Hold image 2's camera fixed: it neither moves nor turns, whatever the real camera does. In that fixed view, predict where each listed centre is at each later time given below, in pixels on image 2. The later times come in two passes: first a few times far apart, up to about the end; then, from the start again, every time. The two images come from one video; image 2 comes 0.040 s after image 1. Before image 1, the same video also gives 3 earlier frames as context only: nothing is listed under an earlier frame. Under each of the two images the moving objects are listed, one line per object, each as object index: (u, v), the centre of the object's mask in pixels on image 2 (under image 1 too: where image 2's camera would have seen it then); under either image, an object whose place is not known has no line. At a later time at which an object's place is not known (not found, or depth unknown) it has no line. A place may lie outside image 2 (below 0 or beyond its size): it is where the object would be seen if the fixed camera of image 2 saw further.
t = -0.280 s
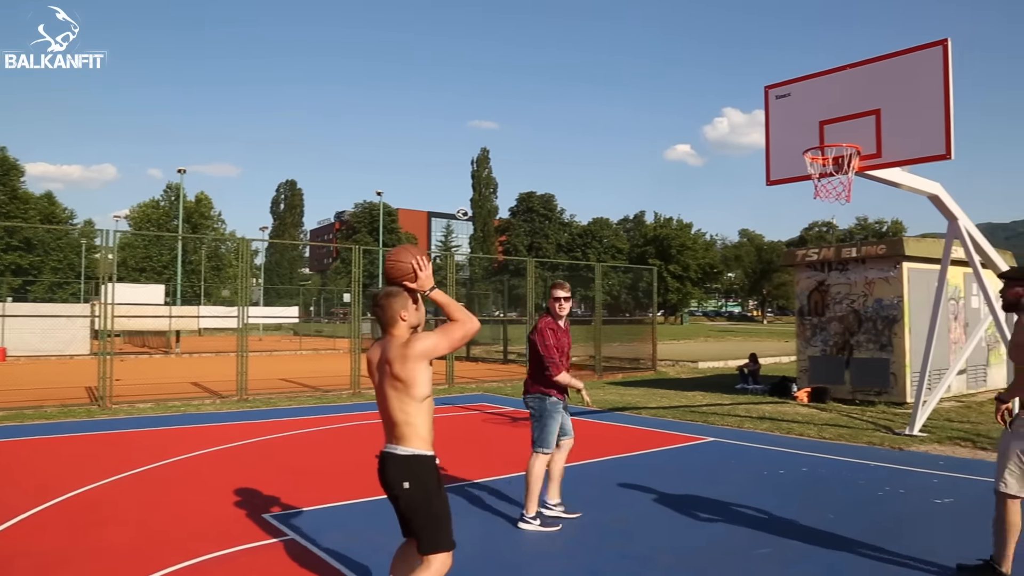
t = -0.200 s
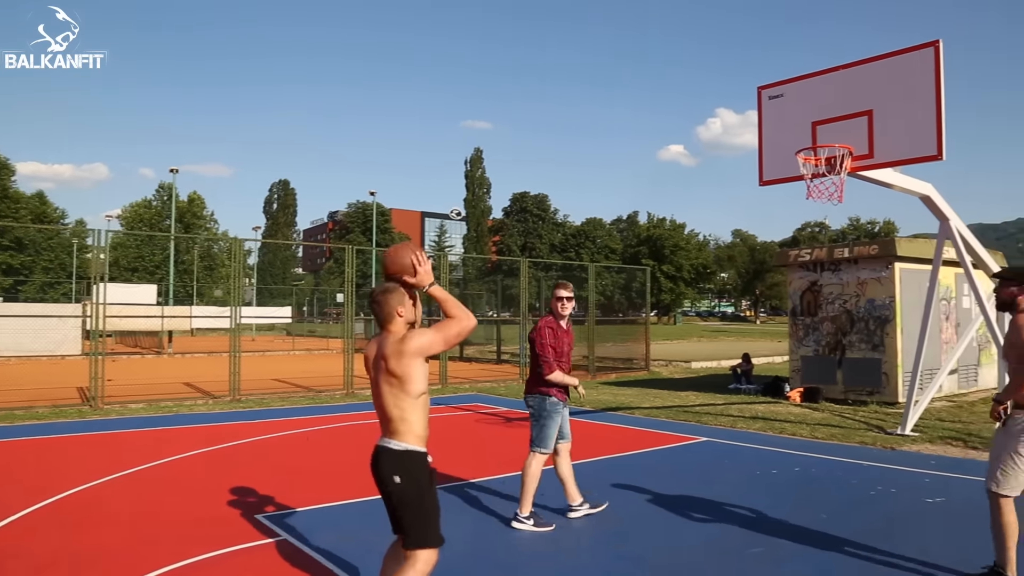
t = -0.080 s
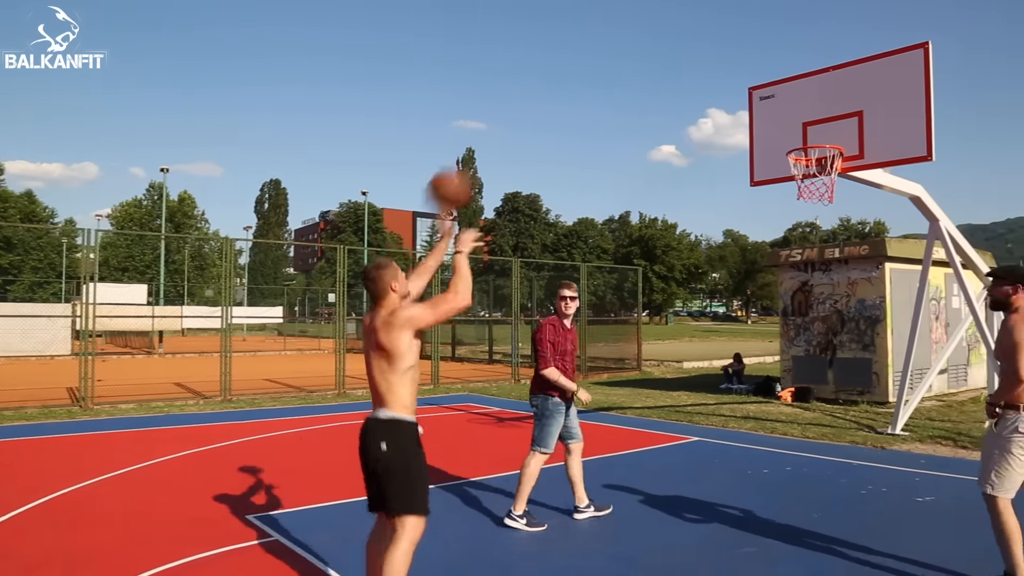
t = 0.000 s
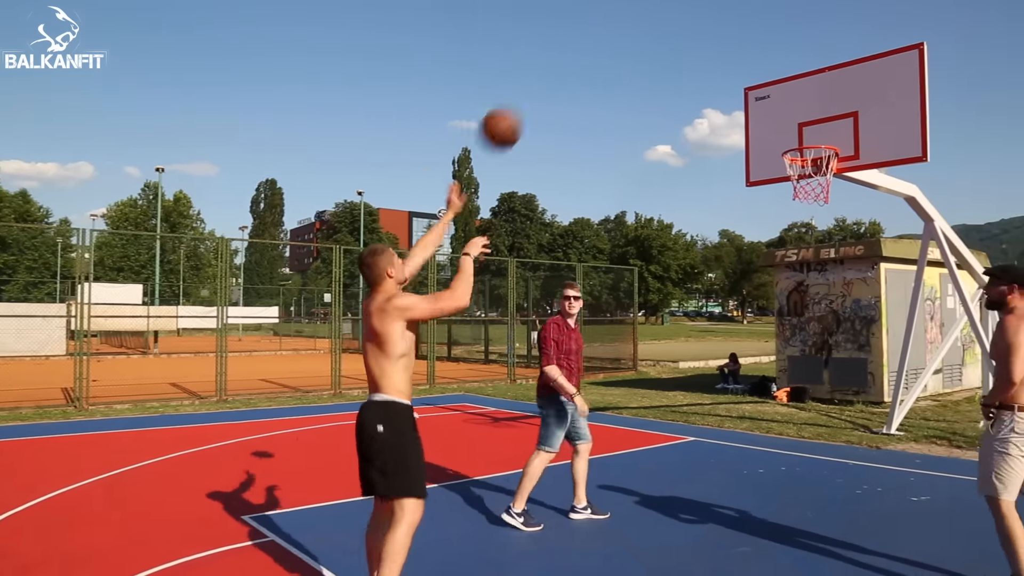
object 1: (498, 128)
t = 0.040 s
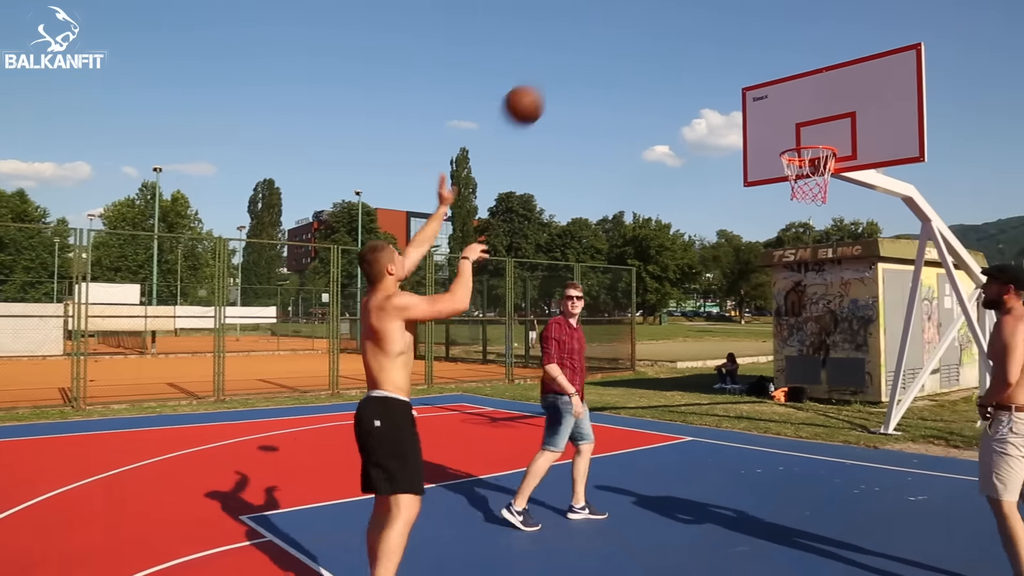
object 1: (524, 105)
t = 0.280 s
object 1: (645, 34)
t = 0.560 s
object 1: (744, 58)
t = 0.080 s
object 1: (548, 84)
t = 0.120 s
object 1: (570, 68)
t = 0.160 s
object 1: (590, 56)
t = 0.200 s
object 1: (610, 46)
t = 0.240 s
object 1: (628, 39)
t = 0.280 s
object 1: (645, 34)
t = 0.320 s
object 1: (662, 32)
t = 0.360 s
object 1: (677, 31)
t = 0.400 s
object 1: (692, 33)
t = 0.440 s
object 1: (706, 37)
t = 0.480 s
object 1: (719, 42)
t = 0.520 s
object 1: (732, 49)
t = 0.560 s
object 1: (744, 58)
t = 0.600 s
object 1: (755, 67)
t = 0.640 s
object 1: (767, 78)
